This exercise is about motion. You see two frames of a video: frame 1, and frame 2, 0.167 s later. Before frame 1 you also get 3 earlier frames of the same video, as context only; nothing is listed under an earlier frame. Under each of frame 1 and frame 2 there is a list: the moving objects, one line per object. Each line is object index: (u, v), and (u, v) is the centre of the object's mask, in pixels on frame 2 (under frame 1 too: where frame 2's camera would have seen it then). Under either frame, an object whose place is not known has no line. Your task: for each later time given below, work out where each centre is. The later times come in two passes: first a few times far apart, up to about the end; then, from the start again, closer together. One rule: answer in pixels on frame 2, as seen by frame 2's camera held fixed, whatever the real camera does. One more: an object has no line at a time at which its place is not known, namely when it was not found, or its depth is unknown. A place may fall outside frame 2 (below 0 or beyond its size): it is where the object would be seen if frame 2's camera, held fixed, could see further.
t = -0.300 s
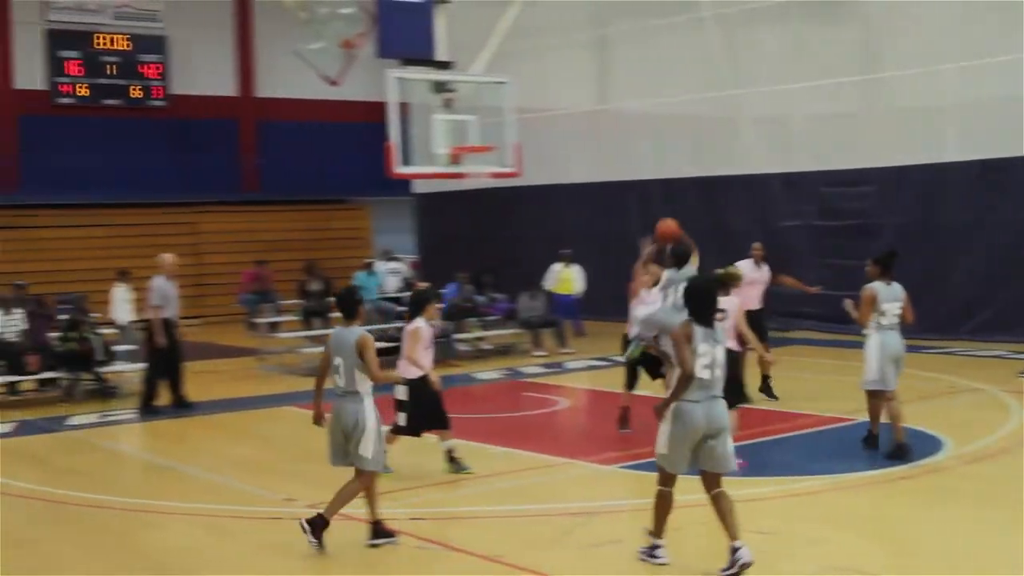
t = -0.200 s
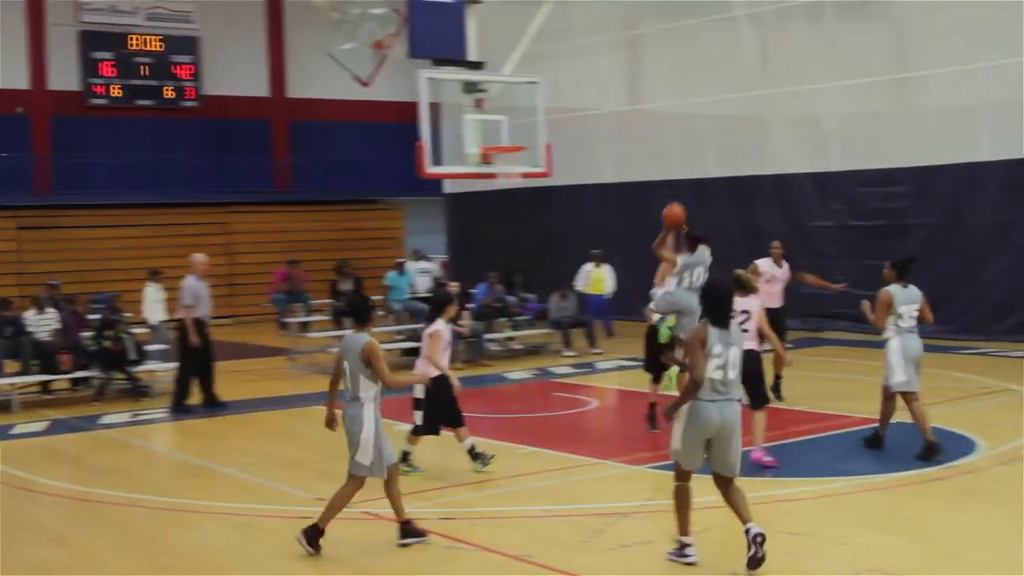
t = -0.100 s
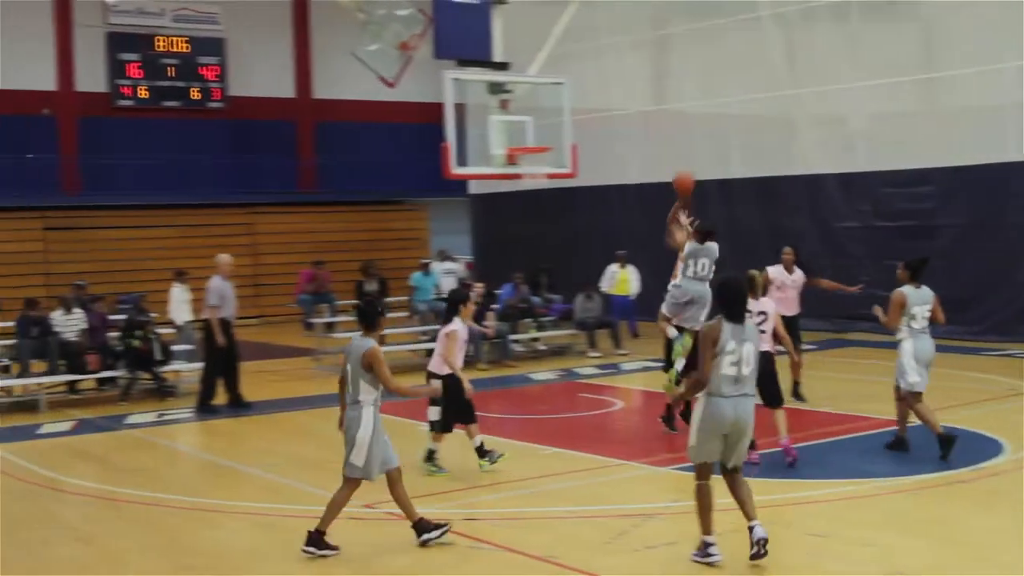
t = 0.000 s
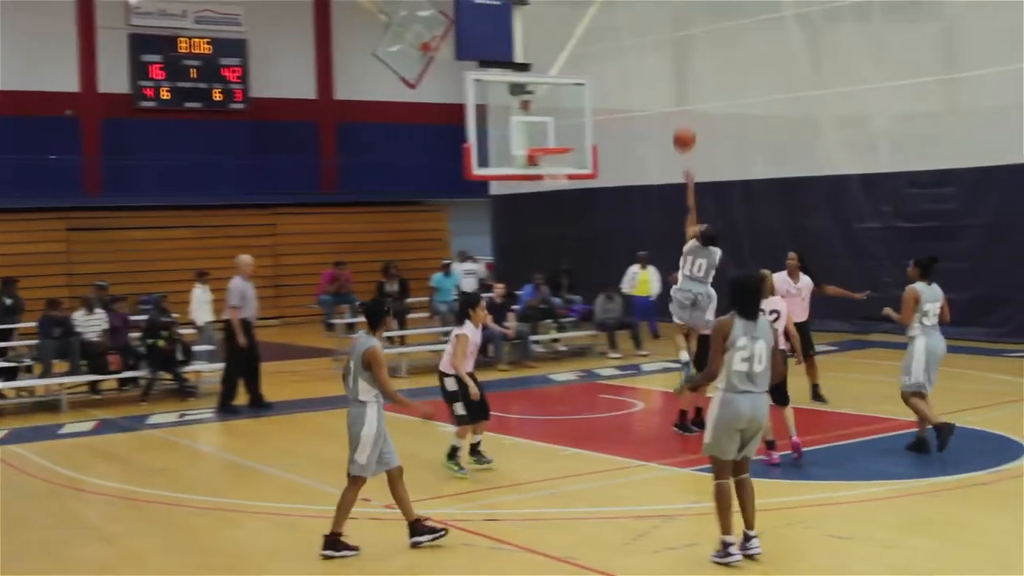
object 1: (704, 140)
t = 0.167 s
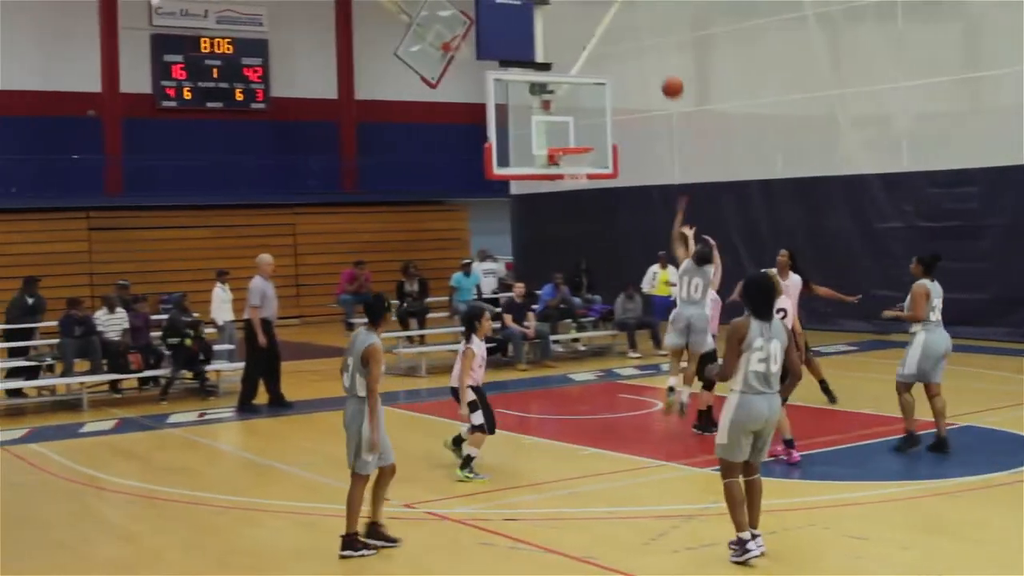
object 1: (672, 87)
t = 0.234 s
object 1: (660, 76)
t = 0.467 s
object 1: (623, 67)
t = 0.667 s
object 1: (596, 98)
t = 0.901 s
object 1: (567, 158)
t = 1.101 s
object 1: (568, 161)
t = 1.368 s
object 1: (583, 207)
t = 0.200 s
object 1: (666, 81)
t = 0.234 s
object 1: (660, 76)
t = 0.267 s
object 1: (655, 71)
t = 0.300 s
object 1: (649, 68)
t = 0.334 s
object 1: (644, 66)
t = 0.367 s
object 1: (638, 65)
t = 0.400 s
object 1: (633, 64)
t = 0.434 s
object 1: (628, 65)
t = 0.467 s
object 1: (623, 67)
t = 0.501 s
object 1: (619, 70)
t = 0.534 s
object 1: (614, 74)
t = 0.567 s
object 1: (609, 78)
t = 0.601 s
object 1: (606, 84)
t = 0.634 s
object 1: (600, 91)
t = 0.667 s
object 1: (596, 98)
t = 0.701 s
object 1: (592, 106)
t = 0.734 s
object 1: (588, 115)
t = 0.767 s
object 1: (584, 124)
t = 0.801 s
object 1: (581, 135)
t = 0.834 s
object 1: (577, 145)
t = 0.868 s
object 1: (573, 154)
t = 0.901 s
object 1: (567, 158)
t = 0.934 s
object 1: (566, 160)
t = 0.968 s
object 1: (564, 159)
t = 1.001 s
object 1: (564, 158)
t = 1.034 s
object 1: (565, 160)
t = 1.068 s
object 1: (566, 160)
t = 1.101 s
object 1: (568, 161)
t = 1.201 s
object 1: (574, 175)
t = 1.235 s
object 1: (575, 178)
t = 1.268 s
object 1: (577, 182)
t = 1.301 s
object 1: (579, 193)
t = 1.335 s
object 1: (581, 200)
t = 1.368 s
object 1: (583, 207)
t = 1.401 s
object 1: (584, 217)
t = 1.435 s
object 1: (586, 227)
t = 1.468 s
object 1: (588, 238)
